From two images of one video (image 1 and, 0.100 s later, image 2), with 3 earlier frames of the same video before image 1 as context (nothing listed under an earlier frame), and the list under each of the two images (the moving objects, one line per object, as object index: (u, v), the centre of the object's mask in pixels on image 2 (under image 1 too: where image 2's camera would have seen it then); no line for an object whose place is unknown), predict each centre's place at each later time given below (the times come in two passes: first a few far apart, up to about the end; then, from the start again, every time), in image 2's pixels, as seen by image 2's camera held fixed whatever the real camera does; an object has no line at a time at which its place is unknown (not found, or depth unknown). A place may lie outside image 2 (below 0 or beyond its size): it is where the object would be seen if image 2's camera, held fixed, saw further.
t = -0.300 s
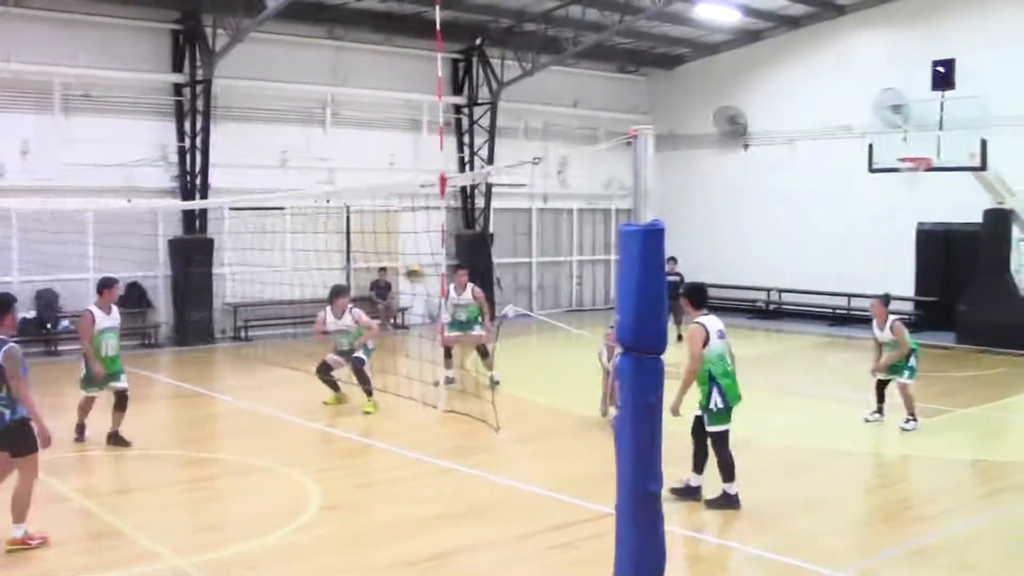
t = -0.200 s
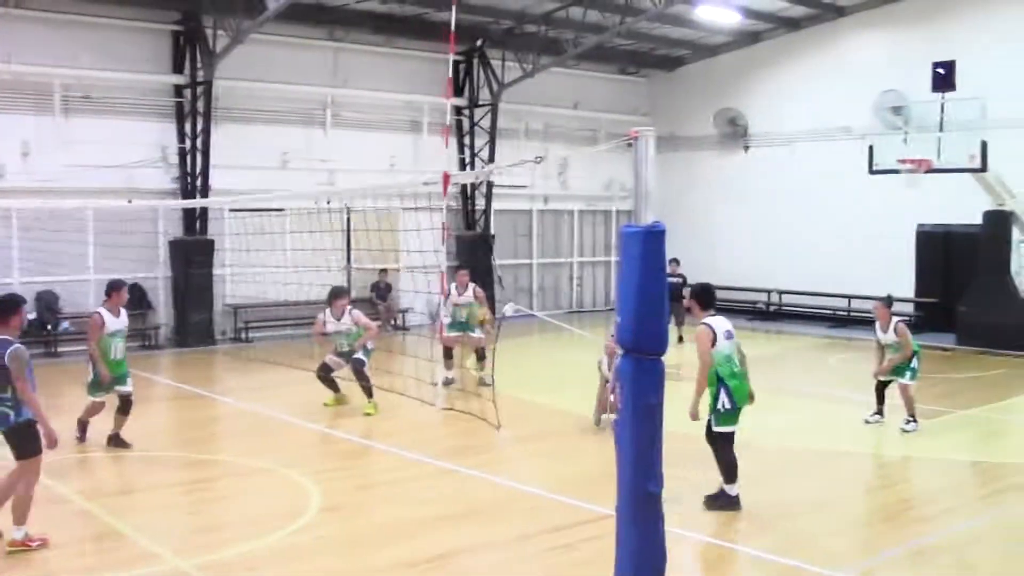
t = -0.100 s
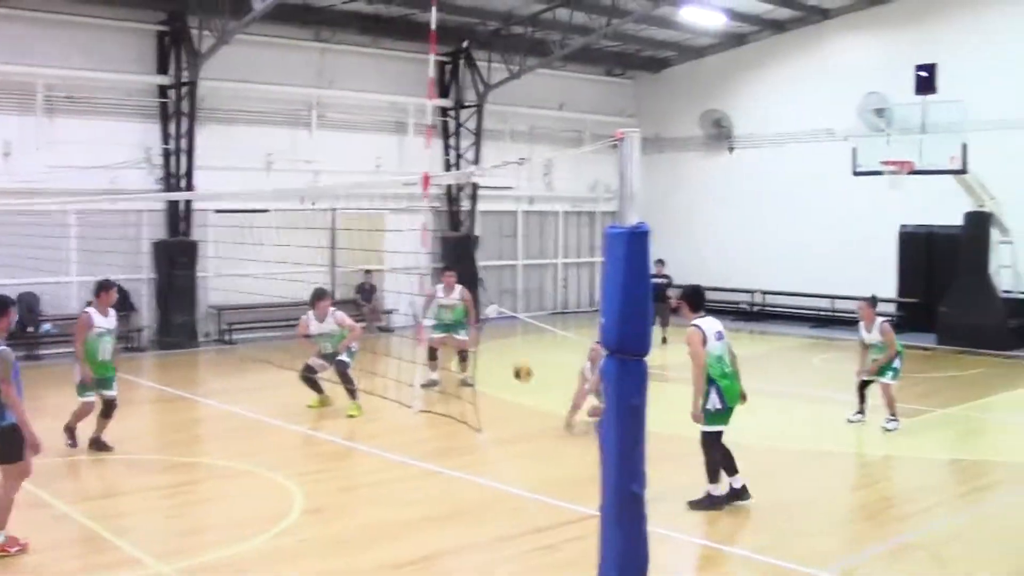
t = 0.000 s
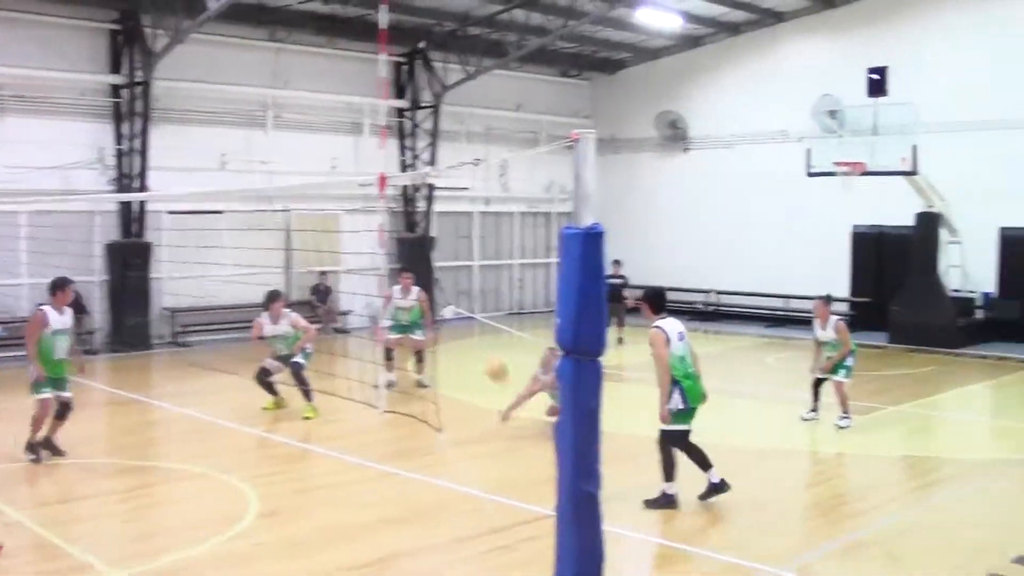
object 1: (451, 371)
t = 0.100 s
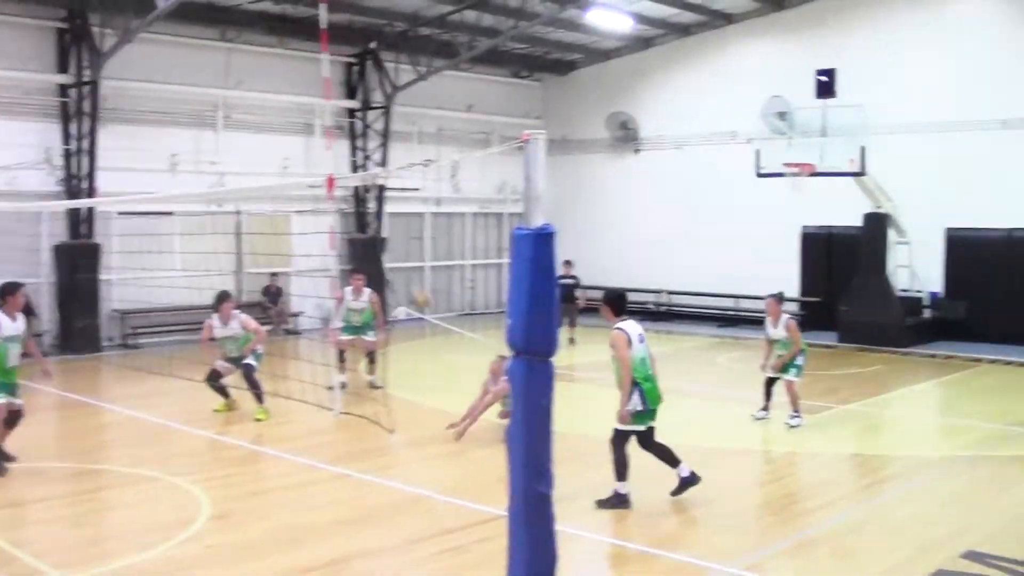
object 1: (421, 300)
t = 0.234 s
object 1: (382, 218)
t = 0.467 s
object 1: (314, 110)
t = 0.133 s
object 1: (413, 281)
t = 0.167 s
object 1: (402, 257)
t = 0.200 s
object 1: (393, 237)
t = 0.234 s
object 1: (382, 218)
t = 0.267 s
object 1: (373, 197)
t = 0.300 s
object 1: (366, 179)
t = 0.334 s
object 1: (352, 163)
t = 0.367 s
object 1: (344, 151)
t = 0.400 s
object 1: (334, 136)
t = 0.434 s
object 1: (322, 126)
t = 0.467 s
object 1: (314, 110)
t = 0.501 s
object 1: (305, 100)
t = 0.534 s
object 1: (295, 89)
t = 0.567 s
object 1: (283, 81)
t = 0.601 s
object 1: (275, 74)
